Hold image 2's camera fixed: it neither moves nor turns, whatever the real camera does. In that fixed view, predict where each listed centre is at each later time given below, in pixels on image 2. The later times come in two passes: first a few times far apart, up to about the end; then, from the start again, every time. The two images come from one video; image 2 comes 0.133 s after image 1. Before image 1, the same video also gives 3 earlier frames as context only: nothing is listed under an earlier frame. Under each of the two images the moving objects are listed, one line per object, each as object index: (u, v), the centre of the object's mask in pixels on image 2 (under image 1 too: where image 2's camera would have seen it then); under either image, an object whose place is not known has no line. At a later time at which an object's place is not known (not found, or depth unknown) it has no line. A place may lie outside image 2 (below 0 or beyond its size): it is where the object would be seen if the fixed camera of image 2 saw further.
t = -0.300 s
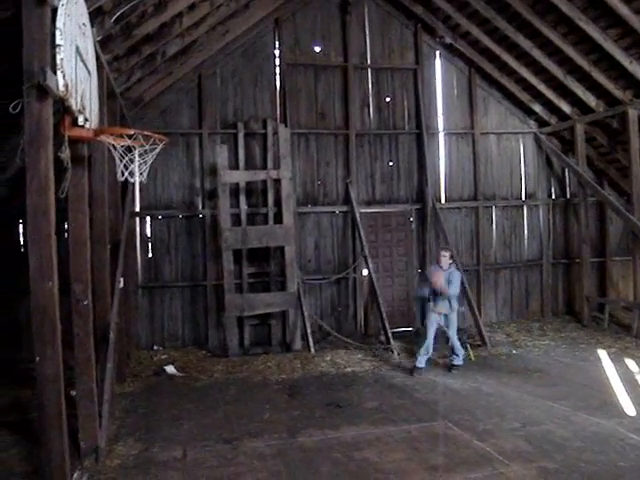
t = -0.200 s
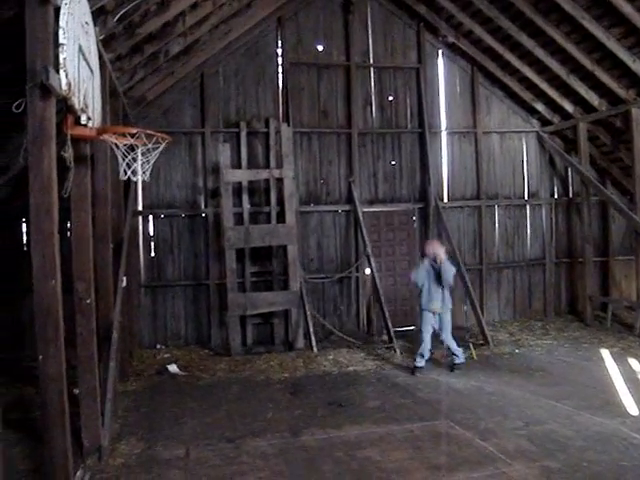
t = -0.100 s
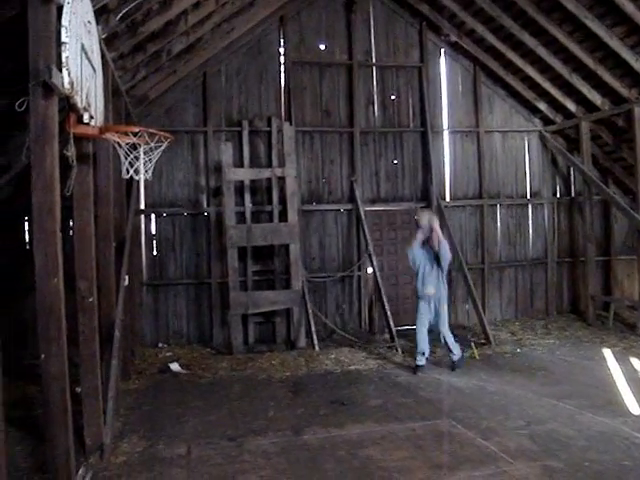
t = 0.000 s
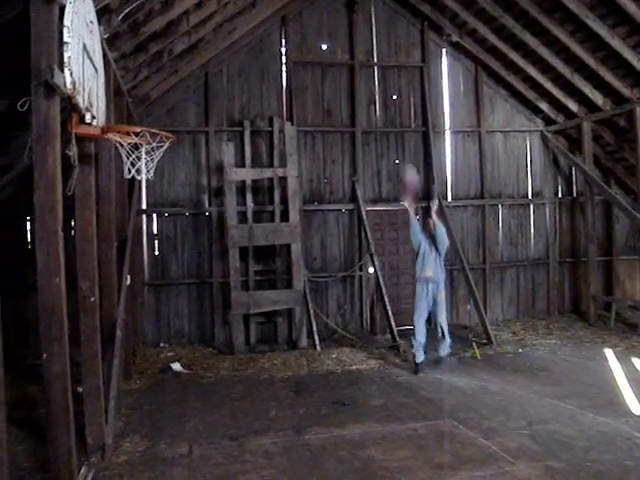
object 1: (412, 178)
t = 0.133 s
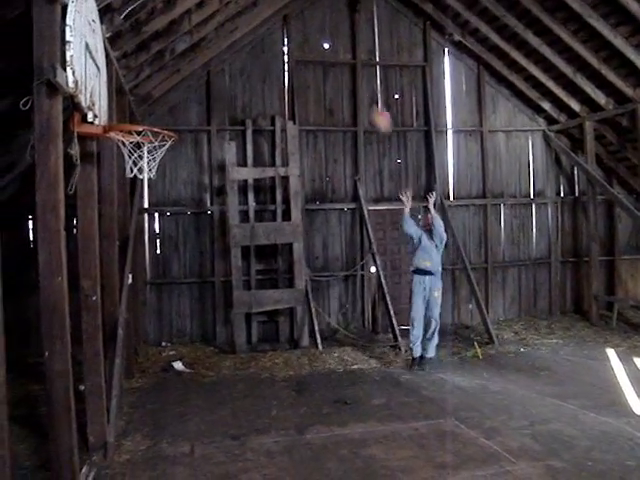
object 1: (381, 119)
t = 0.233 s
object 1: (357, 84)
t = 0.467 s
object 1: (293, 34)
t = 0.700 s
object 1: (213, 36)
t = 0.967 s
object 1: (129, 92)
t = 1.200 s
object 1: (186, 38)
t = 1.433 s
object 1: (244, 59)
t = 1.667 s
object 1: (297, 147)
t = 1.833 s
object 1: (336, 255)
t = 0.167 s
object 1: (374, 109)
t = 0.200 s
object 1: (366, 95)
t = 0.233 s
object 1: (357, 84)
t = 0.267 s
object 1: (350, 75)
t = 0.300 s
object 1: (341, 66)
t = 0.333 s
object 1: (332, 58)
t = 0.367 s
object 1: (322, 50)
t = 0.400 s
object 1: (312, 43)
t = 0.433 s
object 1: (302, 37)
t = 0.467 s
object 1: (293, 34)
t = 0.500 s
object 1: (283, 30)
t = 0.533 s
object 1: (271, 29)
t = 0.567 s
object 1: (261, 28)
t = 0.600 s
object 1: (250, 27)
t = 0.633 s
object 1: (238, 29)
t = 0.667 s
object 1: (227, 32)
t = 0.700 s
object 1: (213, 36)
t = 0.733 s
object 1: (201, 43)
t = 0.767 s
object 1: (187, 51)
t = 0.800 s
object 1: (171, 61)
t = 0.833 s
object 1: (158, 72)
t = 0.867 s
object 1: (142, 84)
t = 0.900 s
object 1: (127, 103)
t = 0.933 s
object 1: (122, 106)
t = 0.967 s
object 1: (129, 92)
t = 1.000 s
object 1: (137, 78)
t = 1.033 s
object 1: (145, 67)
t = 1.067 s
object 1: (154, 58)
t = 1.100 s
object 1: (162, 50)
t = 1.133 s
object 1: (170, 44)
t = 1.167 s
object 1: (178, 41)
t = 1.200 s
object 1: (186, 38)
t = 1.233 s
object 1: (194, 35)
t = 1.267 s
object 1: (202, 35)
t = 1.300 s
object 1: (211, 36)
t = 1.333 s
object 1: (220, 40)
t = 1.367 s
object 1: (228, 45)
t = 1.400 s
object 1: (236, 51)
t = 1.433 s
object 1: (244, 59)
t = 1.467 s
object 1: (251, 66)
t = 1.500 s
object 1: (259, 77)
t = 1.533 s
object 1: (267, 88)
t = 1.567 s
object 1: (275, 101)
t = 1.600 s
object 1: (283, 116)
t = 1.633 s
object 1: (291, 132)
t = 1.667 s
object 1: (297, 147)
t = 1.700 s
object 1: (305, 169)
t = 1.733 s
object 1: (313, 188)
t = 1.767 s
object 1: (321, 212)
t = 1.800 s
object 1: (328, 233)
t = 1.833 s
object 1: (336, 255)
